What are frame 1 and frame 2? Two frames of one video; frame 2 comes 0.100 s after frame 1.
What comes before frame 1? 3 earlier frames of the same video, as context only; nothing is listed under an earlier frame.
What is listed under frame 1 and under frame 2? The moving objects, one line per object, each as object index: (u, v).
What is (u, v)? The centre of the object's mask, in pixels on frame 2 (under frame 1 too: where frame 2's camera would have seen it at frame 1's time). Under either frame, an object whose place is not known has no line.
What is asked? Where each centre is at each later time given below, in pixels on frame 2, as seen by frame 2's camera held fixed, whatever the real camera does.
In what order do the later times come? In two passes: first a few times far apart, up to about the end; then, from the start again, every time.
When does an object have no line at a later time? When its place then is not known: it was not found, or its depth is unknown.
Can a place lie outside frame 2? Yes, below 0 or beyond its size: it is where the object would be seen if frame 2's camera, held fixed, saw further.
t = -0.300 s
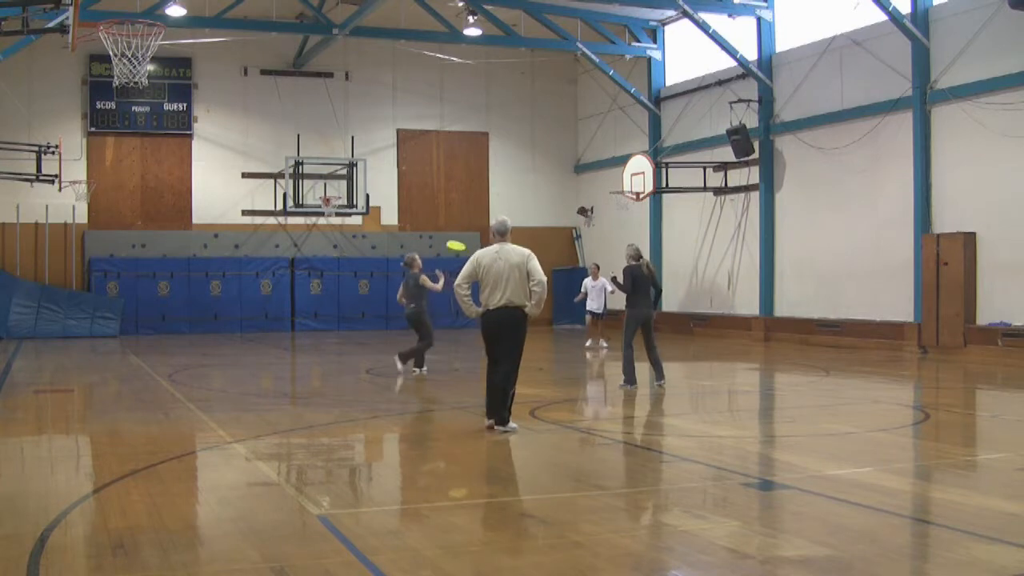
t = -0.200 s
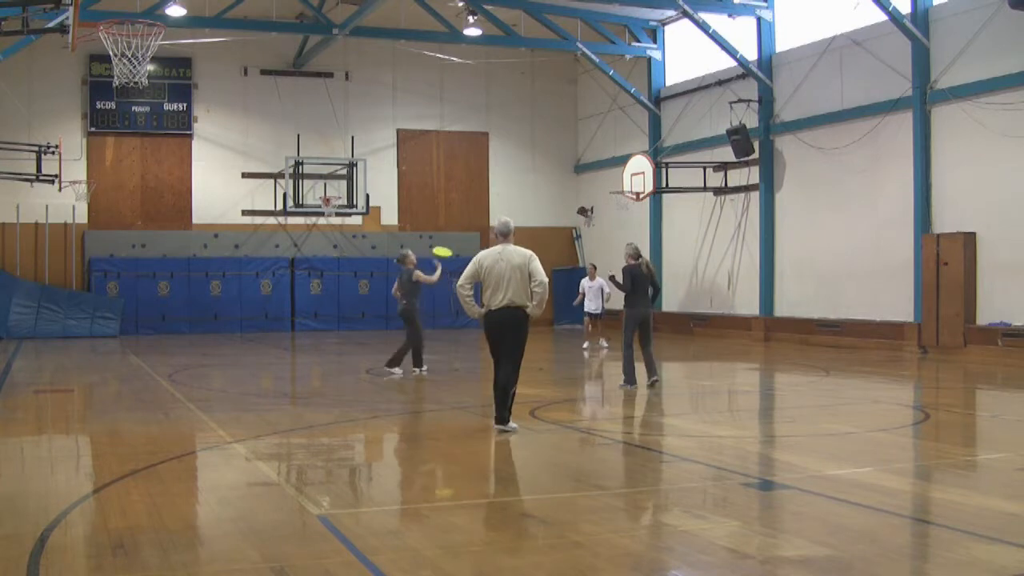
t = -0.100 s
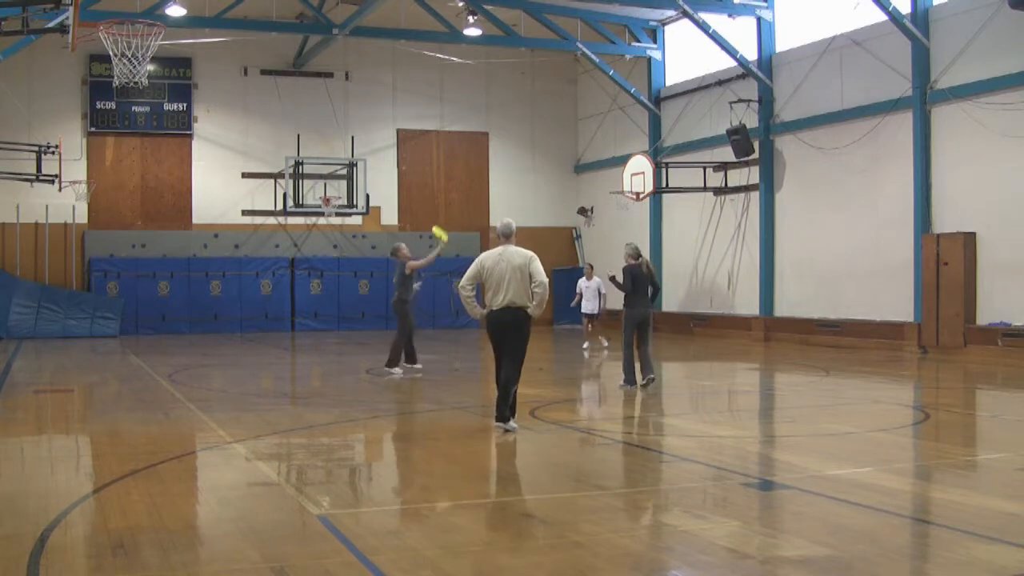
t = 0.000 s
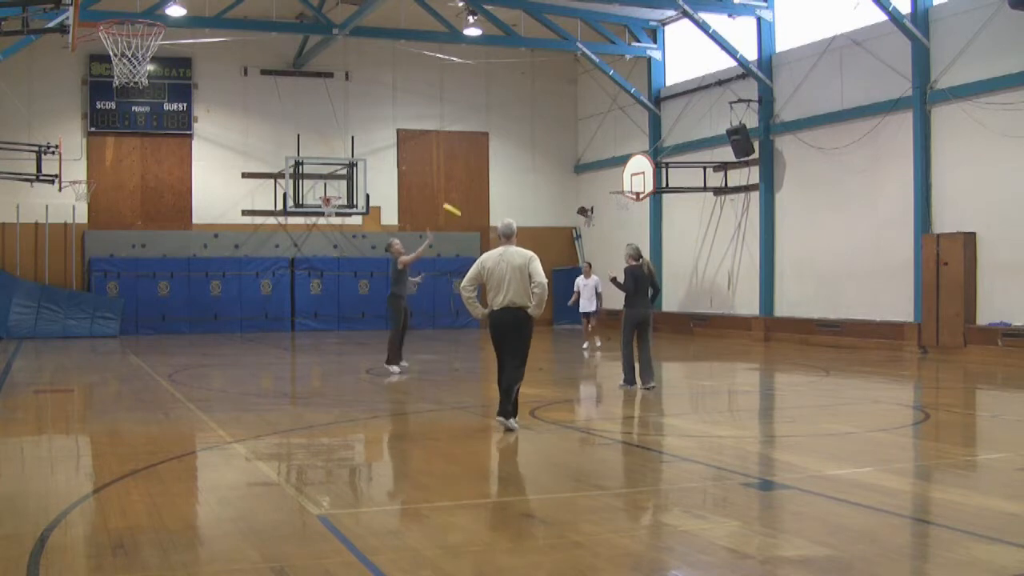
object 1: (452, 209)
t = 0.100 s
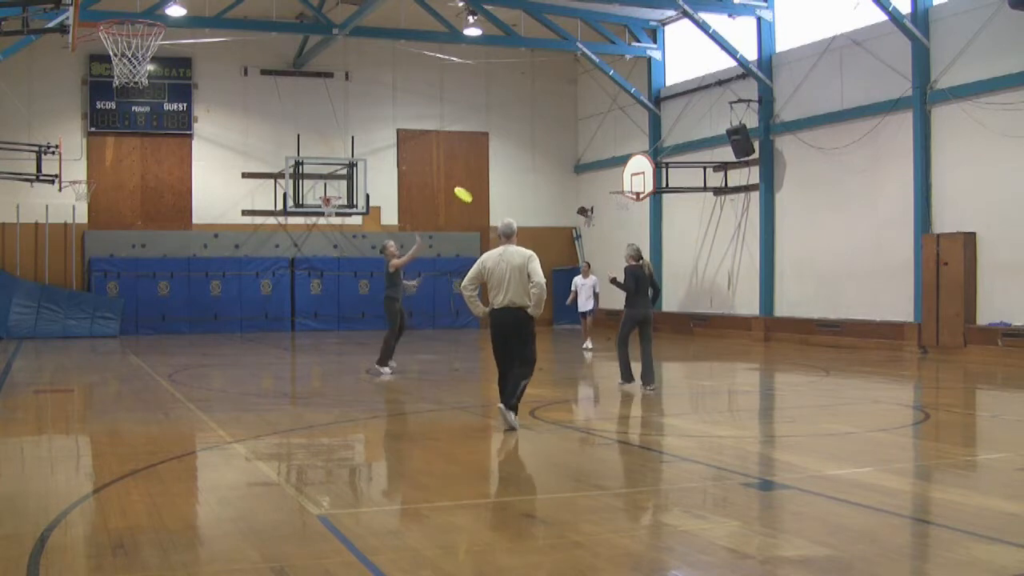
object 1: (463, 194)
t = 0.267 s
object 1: (481, 186)
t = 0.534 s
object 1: (515, 215)
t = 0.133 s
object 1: (466, 191)
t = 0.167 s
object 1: (470, 188)
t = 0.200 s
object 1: (474, 187)
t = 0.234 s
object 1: (477, 186)
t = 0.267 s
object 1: (481, 186)
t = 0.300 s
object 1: (484, 187)
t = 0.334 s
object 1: (488, 188)
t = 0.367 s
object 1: (492, 191)
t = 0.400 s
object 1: (497, 195)
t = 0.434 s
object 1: (502, 199)
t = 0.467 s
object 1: (507, 204)
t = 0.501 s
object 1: (511, 210)
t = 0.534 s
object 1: (515, 215)
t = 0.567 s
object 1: (517, 219)
